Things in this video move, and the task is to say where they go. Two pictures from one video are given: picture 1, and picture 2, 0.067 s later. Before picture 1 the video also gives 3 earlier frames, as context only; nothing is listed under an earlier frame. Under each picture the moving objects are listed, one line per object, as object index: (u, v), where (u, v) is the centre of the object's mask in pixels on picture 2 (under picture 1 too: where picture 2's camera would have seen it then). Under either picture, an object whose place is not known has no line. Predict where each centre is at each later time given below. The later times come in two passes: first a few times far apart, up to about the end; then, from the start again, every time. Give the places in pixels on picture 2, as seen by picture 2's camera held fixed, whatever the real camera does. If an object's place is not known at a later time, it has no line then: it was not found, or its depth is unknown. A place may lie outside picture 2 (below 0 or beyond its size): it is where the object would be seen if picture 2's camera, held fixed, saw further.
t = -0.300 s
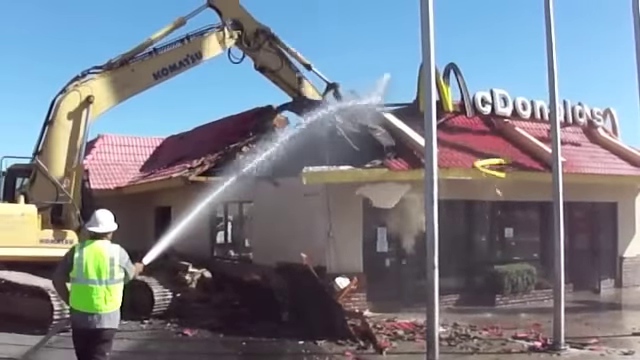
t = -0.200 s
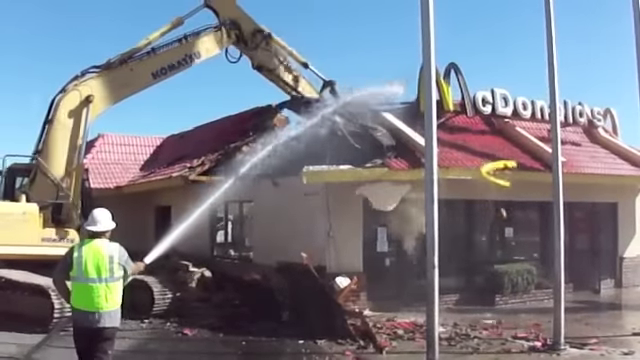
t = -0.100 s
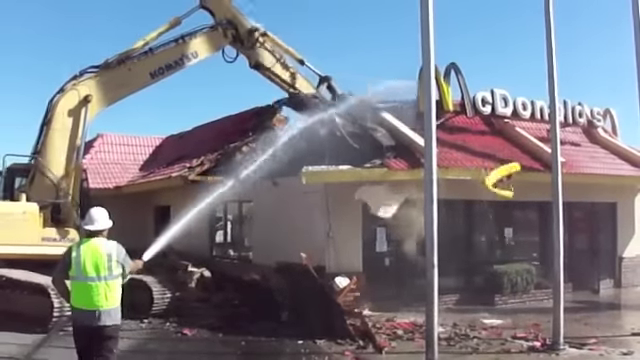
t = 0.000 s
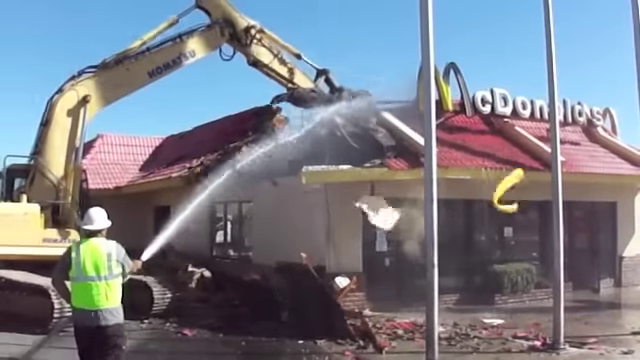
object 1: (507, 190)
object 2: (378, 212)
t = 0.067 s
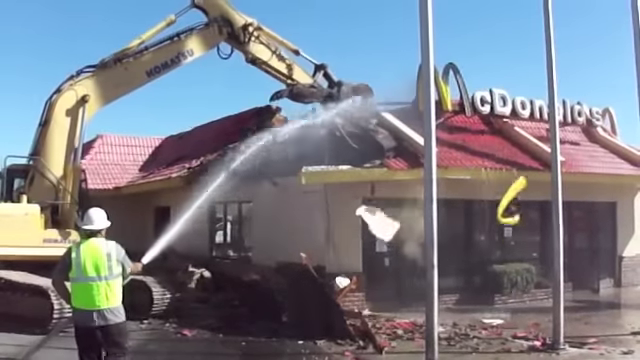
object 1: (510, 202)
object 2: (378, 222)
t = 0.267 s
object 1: (522, 246)
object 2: (378, 267)
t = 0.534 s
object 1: (529, 313)
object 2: (358, 320)
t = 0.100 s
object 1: (512, 208)
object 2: (378, 228)
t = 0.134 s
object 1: (513, 216)
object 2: (378, 235)
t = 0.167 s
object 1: (515, 223)
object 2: (378, 242)
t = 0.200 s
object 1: (517, 231)
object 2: (378, 250)
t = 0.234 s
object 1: (519, 238)
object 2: (378, 258)
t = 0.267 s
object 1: (522, 246)
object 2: (378, 267)
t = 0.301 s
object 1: (523, 256)
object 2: (378, 276)
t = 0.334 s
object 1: (525, 264)
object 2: (378, 286)
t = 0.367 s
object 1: (527, 273)
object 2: (379, 296)
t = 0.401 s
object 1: (527, 289)
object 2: (379, 307)
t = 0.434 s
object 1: (530, 294)
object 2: (378, 313)
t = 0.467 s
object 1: (532, 298)
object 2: (373, 317)
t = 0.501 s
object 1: (533, 307)
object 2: (366, 319)
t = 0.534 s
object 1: (529, 313)
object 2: (358, 320)
